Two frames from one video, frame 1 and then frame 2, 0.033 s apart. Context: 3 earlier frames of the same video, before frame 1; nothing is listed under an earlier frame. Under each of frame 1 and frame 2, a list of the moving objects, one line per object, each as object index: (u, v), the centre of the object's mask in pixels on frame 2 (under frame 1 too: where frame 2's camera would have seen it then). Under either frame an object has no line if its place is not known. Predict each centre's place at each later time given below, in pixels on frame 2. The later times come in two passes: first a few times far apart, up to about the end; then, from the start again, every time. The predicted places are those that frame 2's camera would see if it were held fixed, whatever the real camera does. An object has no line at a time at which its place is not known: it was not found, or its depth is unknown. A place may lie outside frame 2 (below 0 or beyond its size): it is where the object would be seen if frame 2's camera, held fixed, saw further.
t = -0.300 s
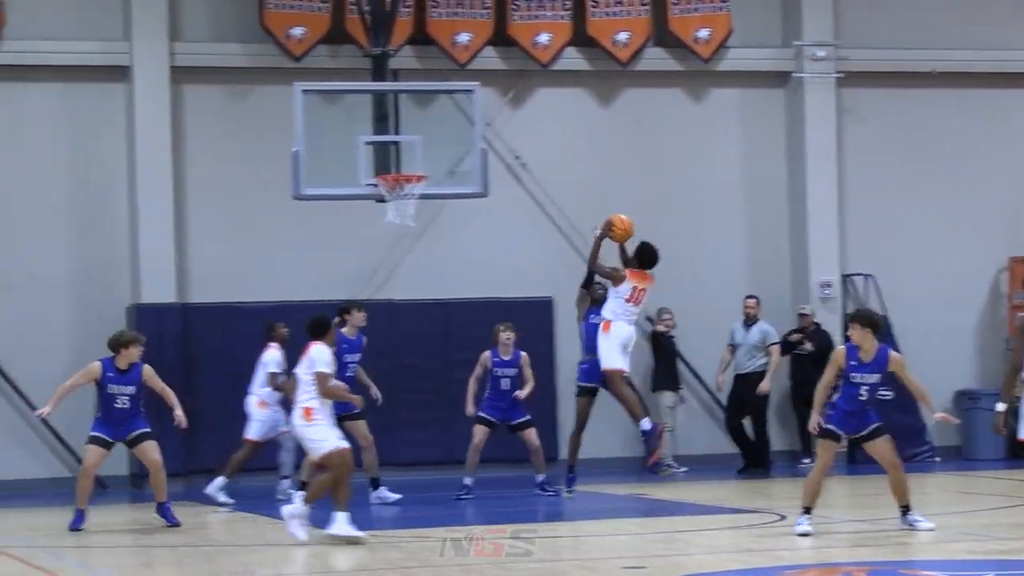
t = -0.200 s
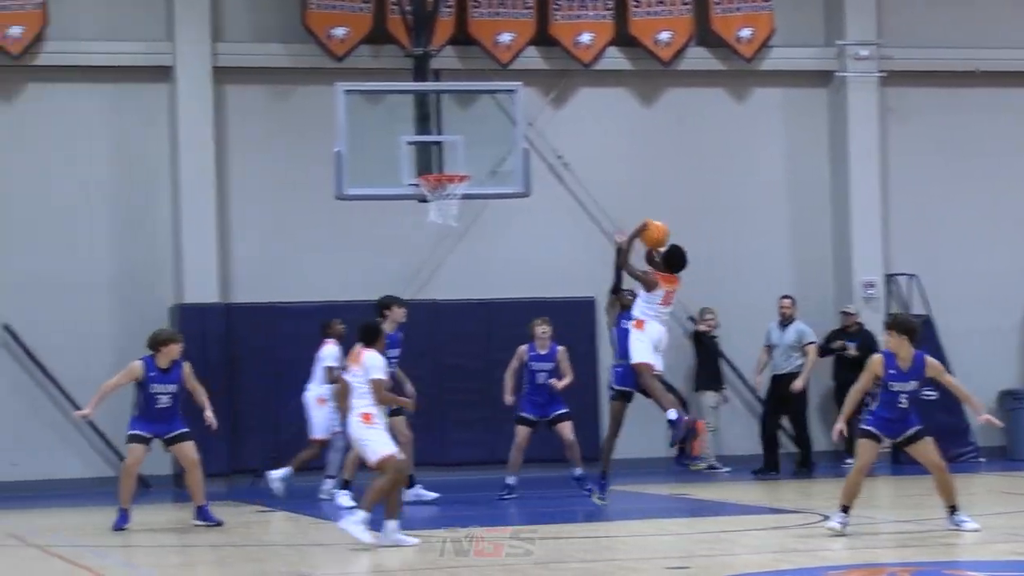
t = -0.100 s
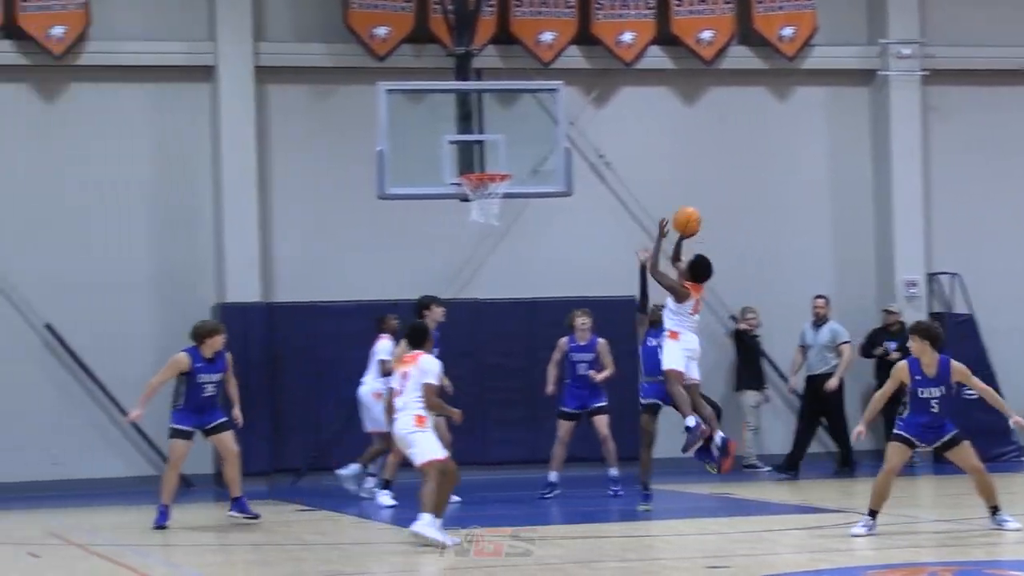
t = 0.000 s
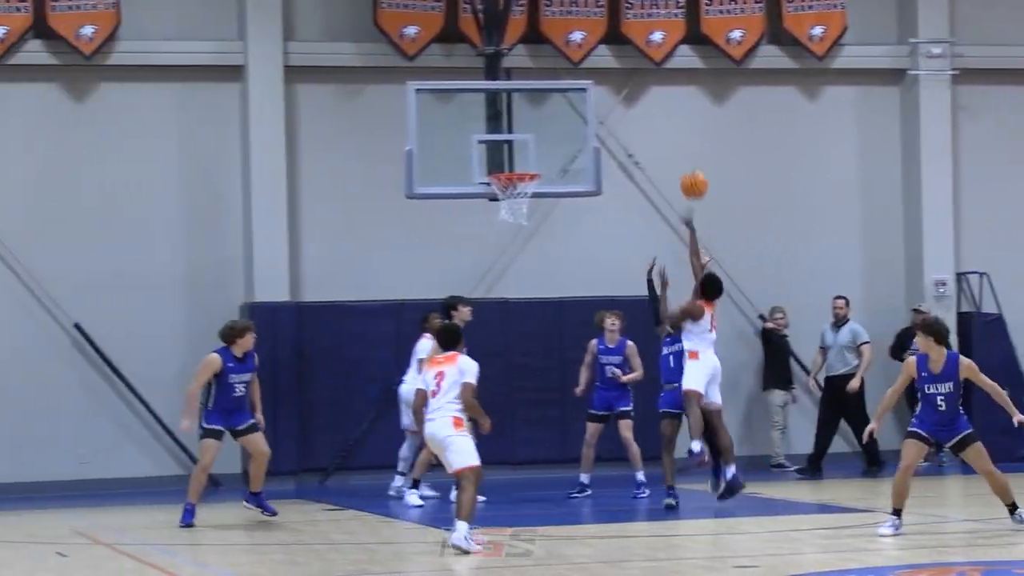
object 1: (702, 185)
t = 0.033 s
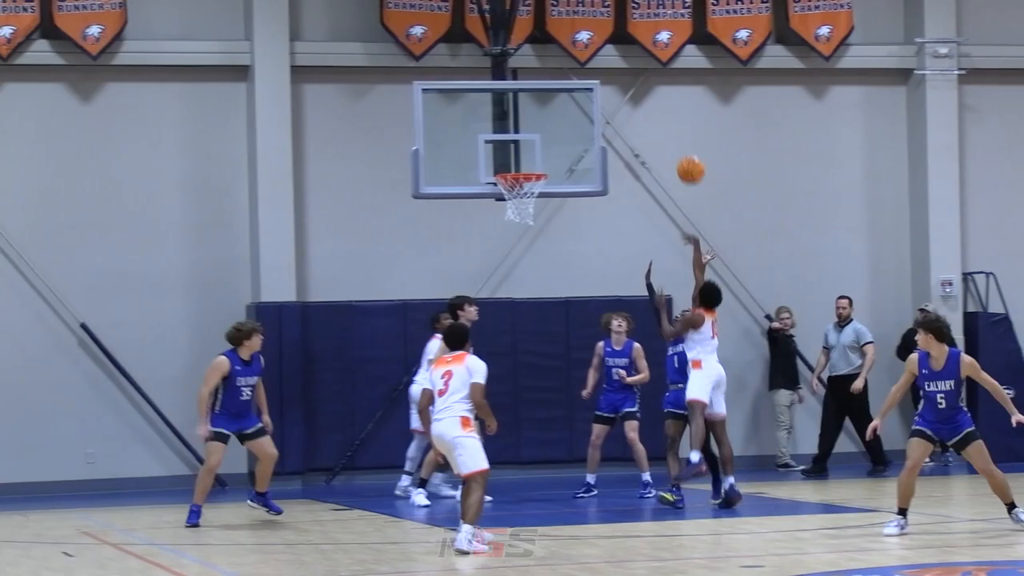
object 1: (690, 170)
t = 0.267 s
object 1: (627, 104)
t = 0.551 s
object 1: (557, 105)
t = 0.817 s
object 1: (535, 163)
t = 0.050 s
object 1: (685, 164)
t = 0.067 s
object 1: (679, 157)
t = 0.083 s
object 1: (674, 151)
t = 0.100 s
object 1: (670, 145)
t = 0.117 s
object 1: (665, 139)
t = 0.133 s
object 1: (661, 134)
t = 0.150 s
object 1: (657, 130)
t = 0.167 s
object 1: (652, 125)
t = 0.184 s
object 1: (648, 121)
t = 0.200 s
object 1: (644, 117)
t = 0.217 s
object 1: (639, 113)
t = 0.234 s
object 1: (635, 110)
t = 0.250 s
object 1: (631, 107)
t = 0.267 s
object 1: (627, 104)
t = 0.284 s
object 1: (623, 102)
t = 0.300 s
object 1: (618, 99)
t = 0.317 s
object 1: (614, 98)
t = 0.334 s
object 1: (610, 97)
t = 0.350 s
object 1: (606, 96)
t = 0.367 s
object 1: (602, 95)
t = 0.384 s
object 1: (597, 94)
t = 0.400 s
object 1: (593, 94)
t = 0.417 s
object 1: (589, 94)
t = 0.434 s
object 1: (585, 94)
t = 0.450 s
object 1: (581, 95)
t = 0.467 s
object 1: (577, 96)
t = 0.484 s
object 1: (573, 97)
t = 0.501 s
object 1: (570, 98)
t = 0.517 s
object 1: (565, 100)
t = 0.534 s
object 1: (562, 102)
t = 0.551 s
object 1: (557, 105)
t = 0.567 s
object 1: (553, 107)
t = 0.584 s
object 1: (550, 110)
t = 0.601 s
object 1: (546, 114)
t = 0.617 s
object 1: (542, 116)
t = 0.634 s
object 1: (539, 120)
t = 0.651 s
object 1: (535, 125)
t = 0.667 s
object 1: (532, 129)
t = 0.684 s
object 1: (530, 133)
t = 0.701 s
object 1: (530, 136)
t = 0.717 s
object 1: (531, 139)
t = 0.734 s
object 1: (532, 143)
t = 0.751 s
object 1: (532, 146)
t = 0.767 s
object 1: (533, 151)
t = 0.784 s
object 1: (534, 155)
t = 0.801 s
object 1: (535, 160)
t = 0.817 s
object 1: (535, 163)
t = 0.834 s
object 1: (534, 161)
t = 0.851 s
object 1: (533, 157)
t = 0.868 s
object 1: (531, 154)
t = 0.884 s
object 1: (531, 151)
